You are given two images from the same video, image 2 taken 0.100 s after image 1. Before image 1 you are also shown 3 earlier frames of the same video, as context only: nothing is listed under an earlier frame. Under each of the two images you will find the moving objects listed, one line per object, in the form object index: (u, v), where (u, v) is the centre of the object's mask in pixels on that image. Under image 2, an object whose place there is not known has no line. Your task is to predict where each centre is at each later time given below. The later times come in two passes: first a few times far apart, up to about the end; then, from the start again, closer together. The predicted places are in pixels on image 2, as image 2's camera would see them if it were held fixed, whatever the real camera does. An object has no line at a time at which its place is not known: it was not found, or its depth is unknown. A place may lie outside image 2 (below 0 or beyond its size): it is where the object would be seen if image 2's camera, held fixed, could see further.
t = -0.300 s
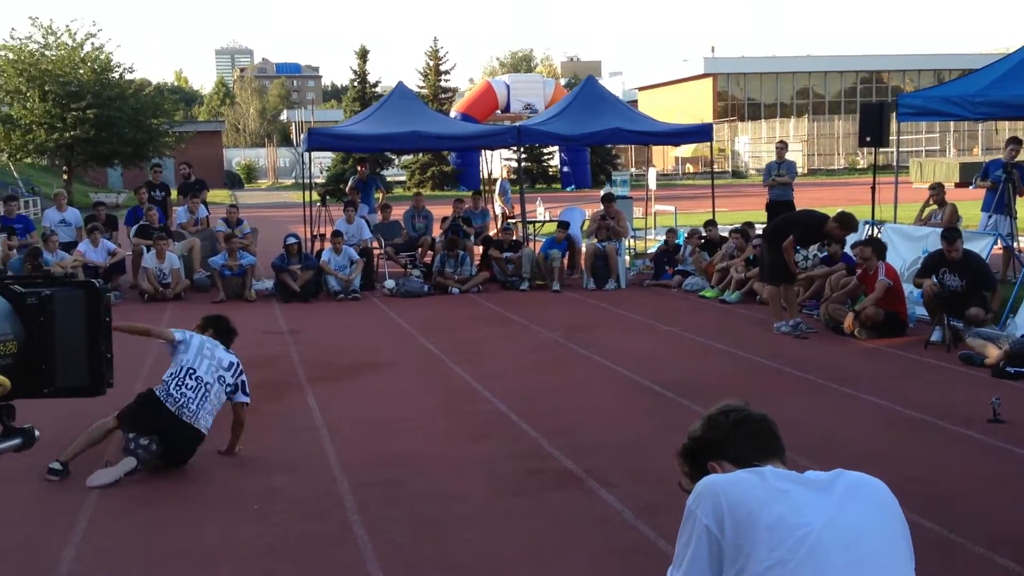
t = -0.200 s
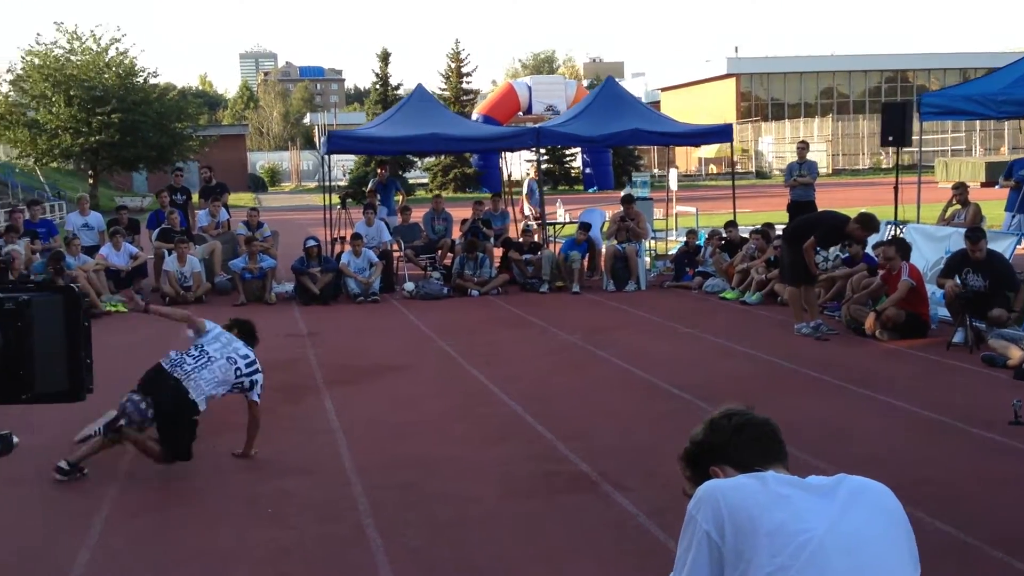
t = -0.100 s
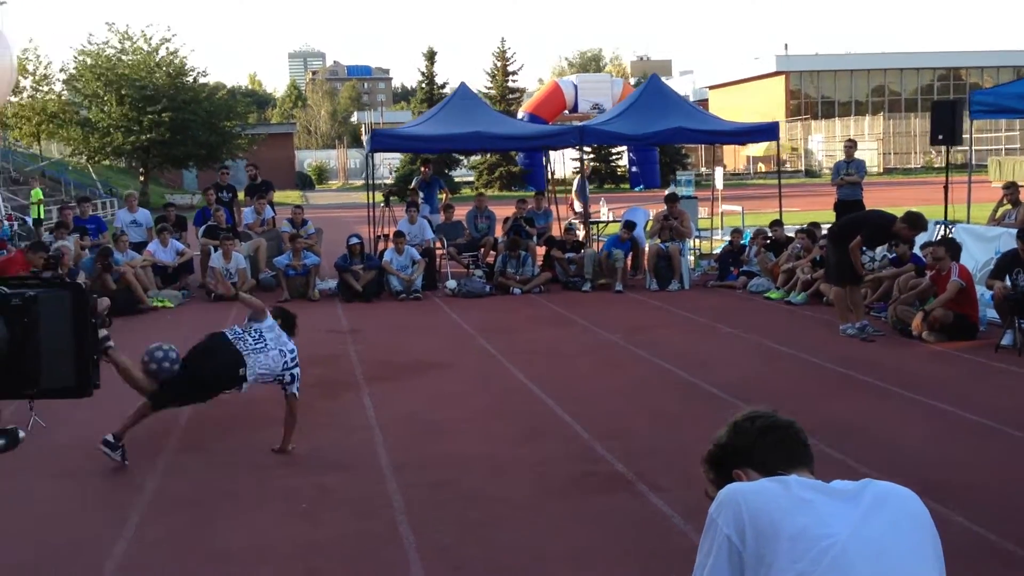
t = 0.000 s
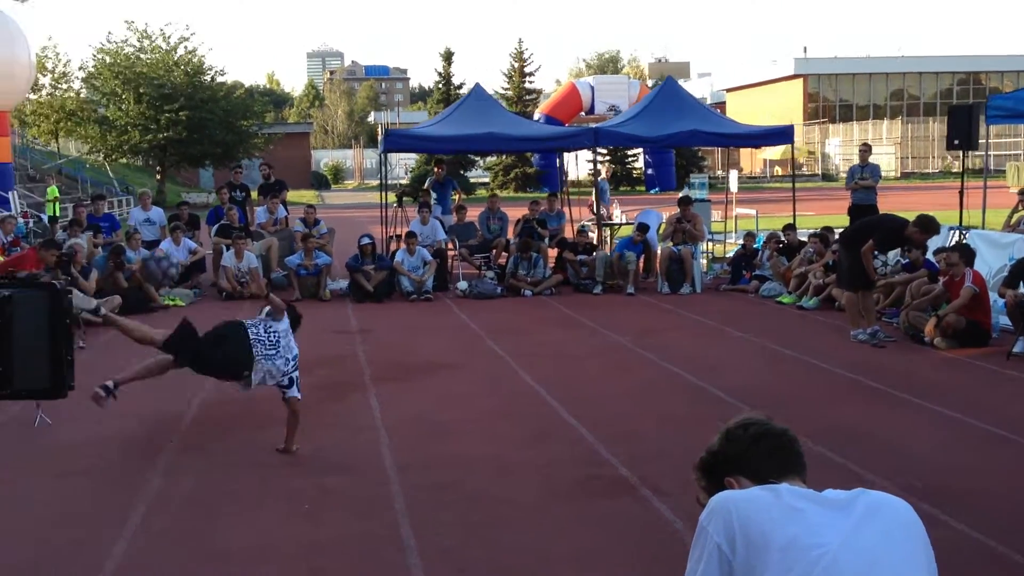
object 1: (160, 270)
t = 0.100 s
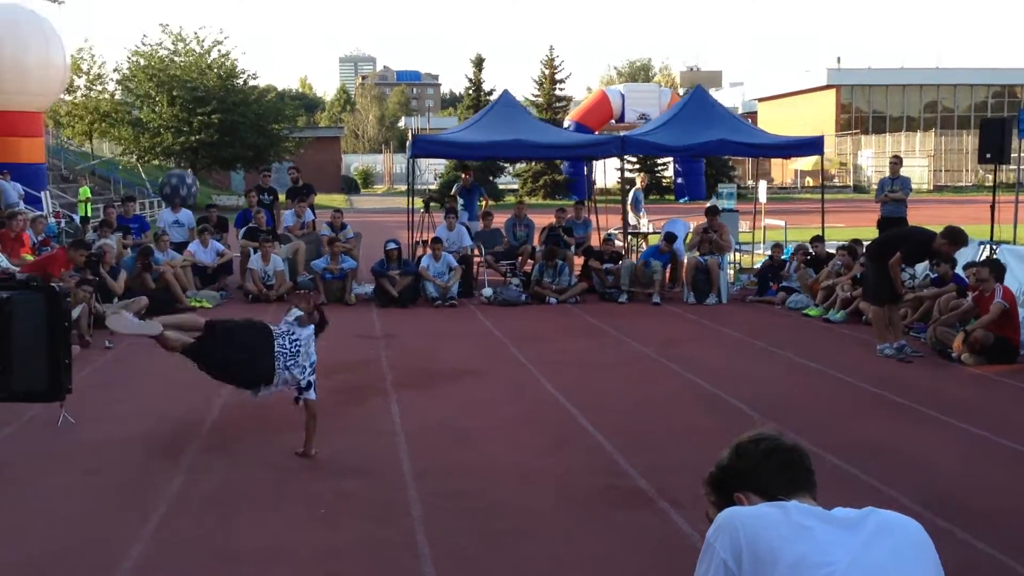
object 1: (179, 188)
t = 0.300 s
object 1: (164, 75)
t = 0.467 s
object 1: (157, 34)
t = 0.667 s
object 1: (152, 57)
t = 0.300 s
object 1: (164, 75)
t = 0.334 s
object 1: (162, 63)
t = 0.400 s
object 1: (160, 44)
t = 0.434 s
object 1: (159, 38)
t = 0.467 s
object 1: (157, 34)
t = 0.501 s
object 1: (156, 33)
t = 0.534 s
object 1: (155, 33)
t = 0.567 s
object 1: (153, 36)
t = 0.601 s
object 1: (153, 41)
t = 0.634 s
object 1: (152, 48)
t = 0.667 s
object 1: (152, 57)
